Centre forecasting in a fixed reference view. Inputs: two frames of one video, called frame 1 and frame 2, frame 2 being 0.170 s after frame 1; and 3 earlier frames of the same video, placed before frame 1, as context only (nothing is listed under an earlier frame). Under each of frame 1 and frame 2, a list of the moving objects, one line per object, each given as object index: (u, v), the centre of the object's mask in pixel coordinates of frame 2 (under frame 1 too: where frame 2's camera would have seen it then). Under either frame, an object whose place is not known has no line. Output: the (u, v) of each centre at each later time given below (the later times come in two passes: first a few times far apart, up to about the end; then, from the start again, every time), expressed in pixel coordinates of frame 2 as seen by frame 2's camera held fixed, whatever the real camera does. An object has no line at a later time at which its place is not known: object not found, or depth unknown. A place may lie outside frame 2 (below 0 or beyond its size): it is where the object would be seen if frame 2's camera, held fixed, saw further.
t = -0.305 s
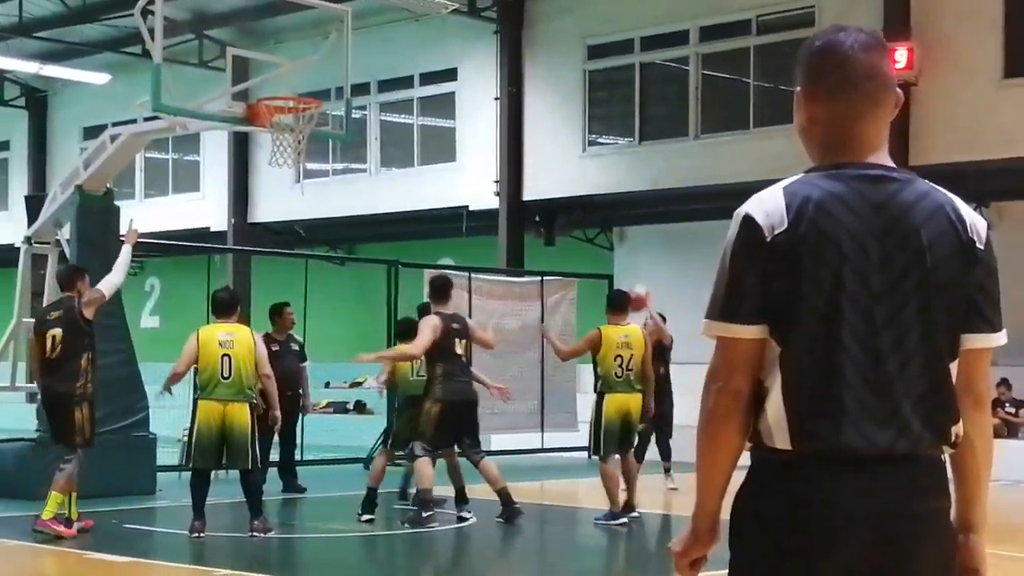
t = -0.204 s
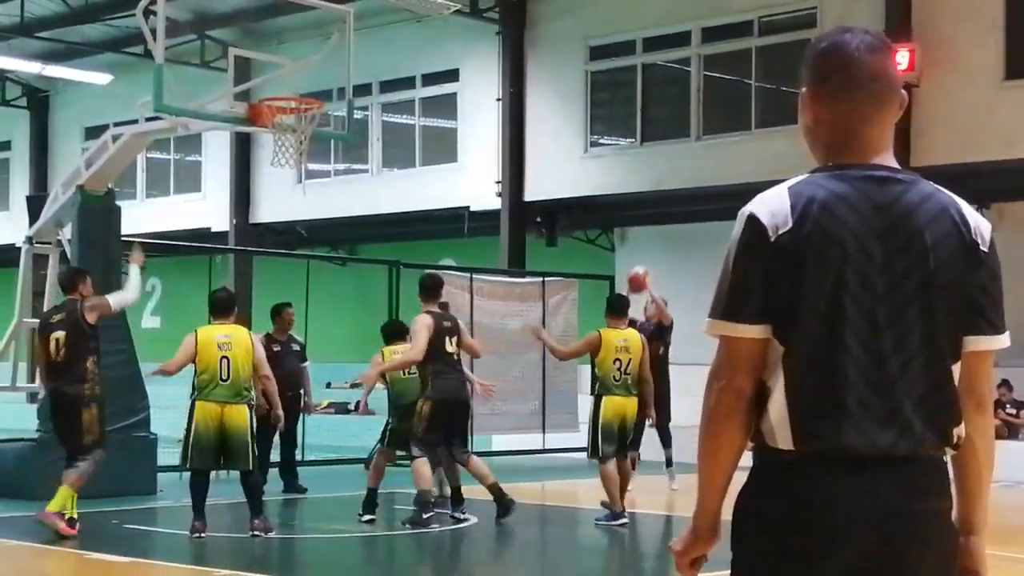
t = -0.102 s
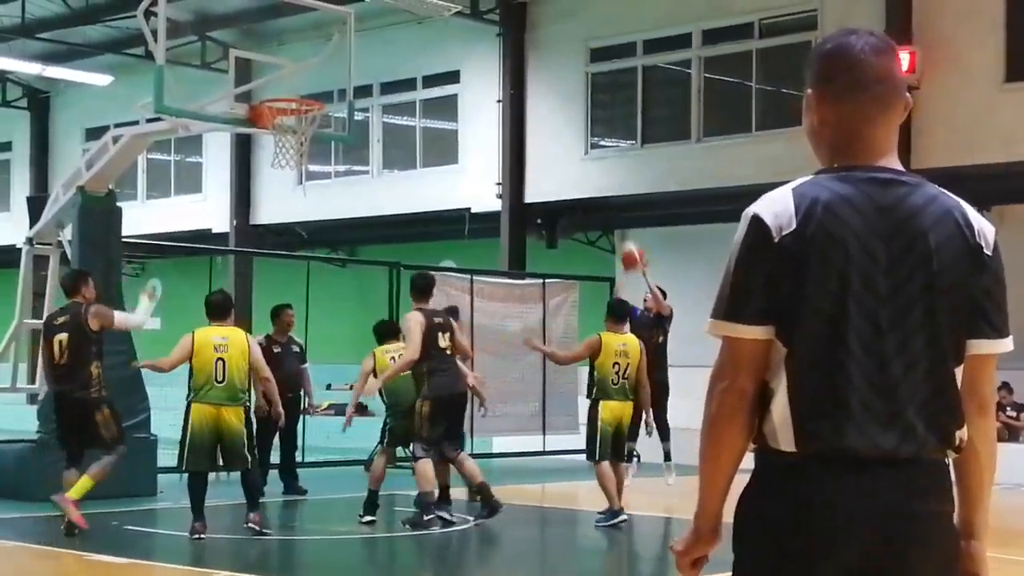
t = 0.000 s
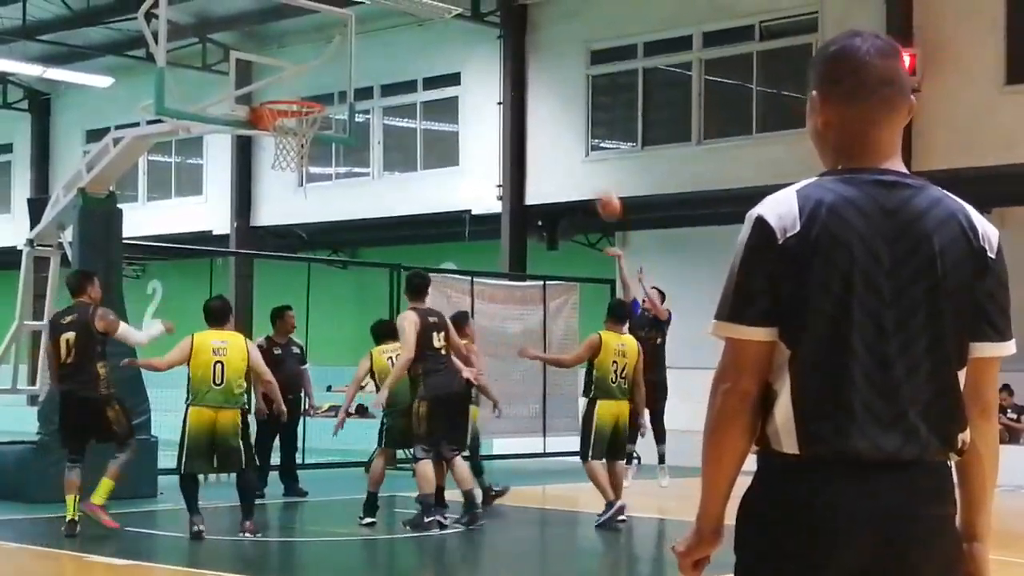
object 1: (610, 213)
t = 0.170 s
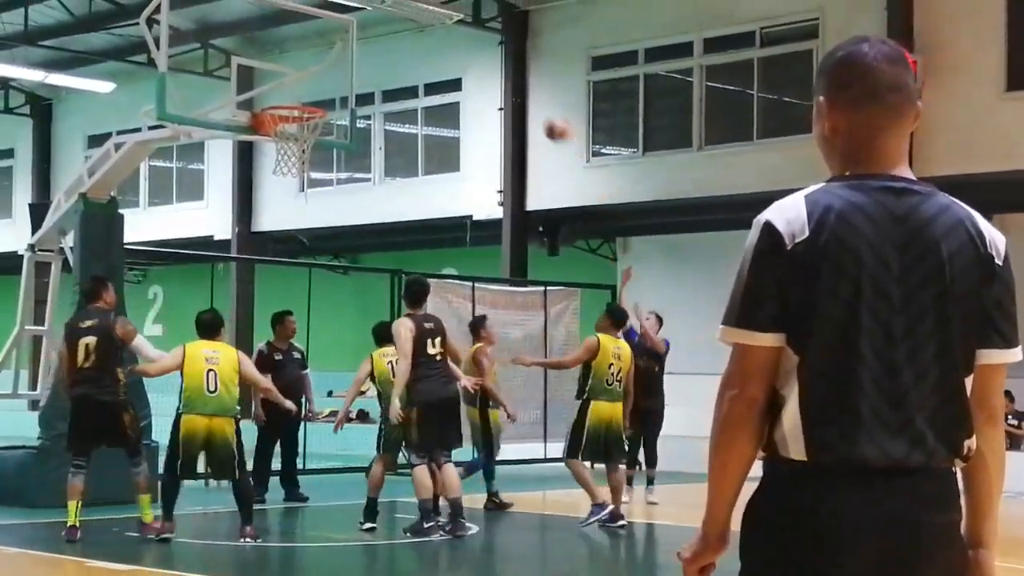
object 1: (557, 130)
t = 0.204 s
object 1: (547, 117)
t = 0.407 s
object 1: (479, 63)
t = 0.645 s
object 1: (395, 57)
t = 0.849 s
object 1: (320, 105)
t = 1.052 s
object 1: (352, 133)
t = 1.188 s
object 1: (398, 158)
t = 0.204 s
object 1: (547, 117)
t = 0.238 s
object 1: (536, 104)
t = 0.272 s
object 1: (524, 93)
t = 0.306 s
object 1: (517, 85)
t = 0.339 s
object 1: (504, 77)
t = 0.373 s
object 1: (491, 69)
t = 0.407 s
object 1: (479, 63)
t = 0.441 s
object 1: (468, 59)
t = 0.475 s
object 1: (456, 55)
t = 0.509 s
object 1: (445, 53)
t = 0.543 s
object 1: (433, 52)
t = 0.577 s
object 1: (421, 53)
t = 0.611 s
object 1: (408, 54)
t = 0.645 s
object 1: (395, 57)
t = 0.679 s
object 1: (382, 62)
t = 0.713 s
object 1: (369, 69)
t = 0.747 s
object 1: (356, 76)
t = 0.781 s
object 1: (343, 85)
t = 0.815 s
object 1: (331, 96)
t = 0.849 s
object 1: (320, 105)
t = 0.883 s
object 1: (304, 119)
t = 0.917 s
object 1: (306, 126)
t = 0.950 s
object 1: (318, 127)
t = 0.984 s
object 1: (330, 130)
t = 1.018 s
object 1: (337, 129)
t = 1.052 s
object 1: (352, 133)
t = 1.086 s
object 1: (360, 137)
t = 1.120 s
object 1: (372, 142)
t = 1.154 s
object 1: (386, 151)
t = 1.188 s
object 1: (398, 158)
